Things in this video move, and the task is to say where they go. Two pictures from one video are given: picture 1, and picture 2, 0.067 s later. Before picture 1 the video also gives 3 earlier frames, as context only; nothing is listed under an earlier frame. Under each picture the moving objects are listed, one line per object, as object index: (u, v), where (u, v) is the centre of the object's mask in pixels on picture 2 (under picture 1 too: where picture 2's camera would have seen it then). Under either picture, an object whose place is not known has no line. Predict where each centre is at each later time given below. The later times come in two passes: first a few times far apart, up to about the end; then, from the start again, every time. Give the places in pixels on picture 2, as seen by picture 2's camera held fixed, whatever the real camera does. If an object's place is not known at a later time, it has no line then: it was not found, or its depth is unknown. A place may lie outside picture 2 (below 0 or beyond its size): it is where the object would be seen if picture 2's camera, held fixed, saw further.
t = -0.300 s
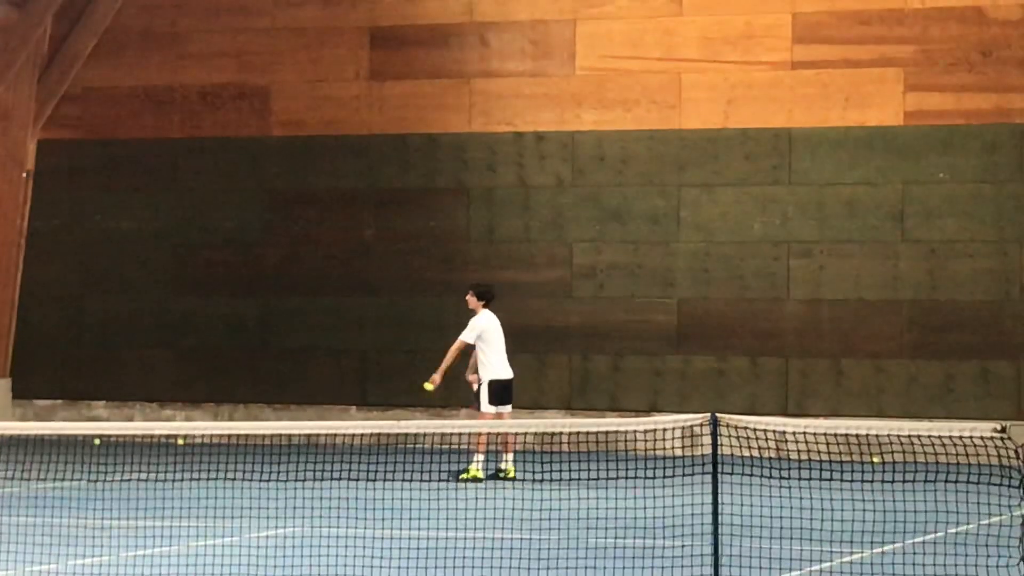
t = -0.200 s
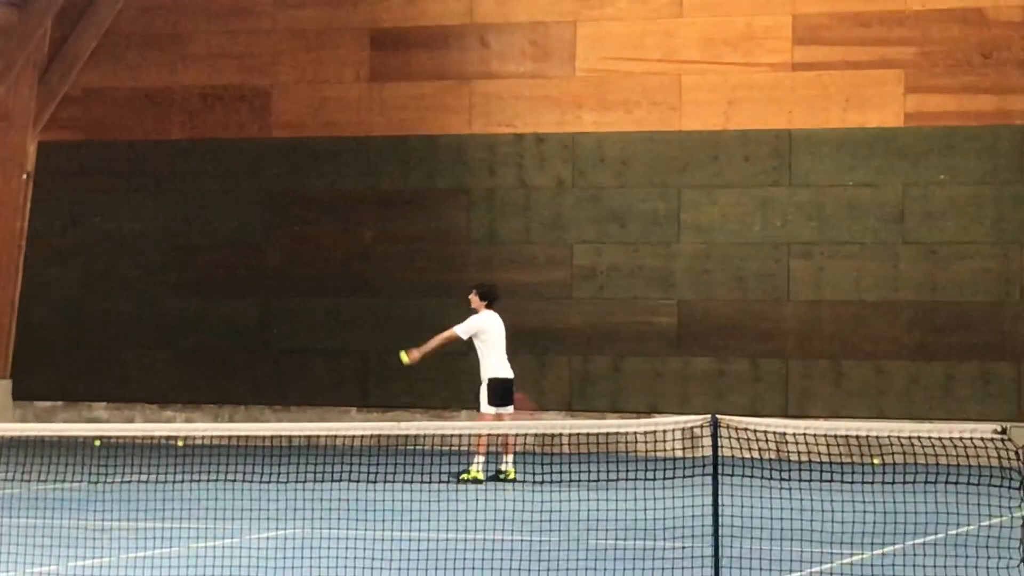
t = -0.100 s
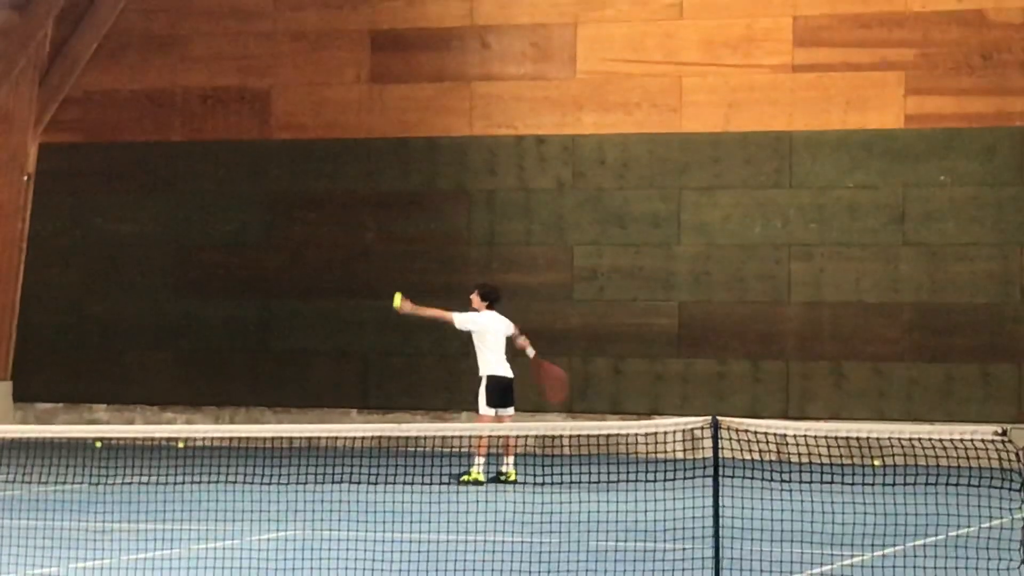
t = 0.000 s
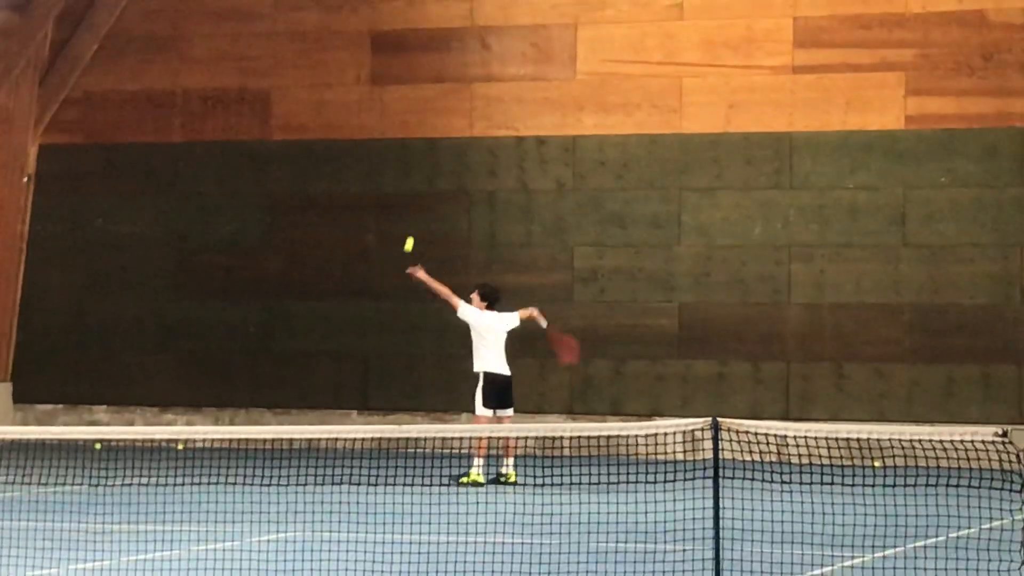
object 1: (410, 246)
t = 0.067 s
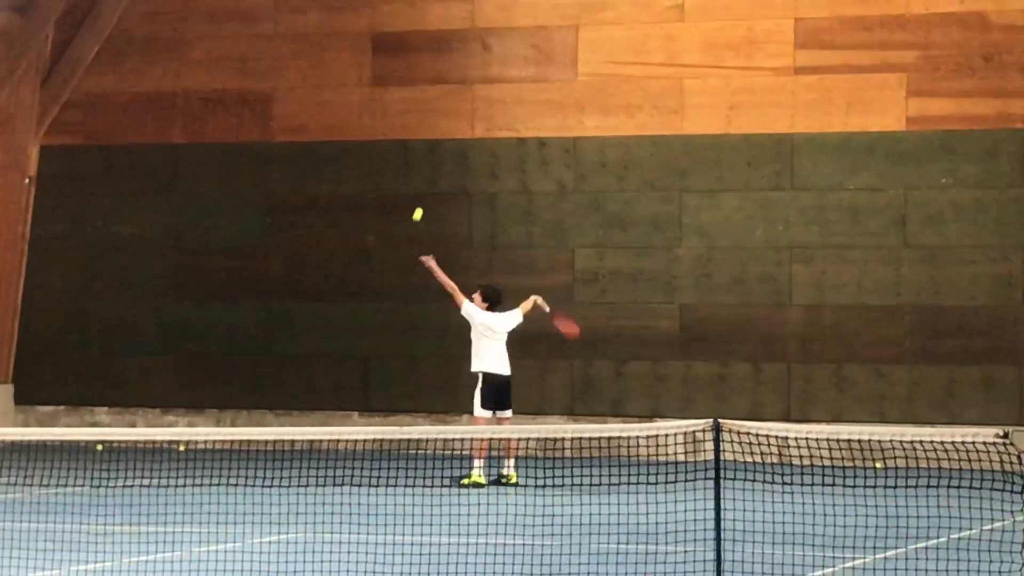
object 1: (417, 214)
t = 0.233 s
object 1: (436, 157)
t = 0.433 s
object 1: (459, 128)
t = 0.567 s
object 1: (474, 134)
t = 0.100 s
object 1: (420, 200)
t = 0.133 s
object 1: (425, 187)
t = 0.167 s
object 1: (429, 176)
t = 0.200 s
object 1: (433, 165)
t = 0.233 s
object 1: (436, 157)
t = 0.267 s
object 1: (440, 149)
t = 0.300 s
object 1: (444, 142)
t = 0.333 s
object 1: (448, 137)
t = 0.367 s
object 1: (451, 133)
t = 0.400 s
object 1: (455, 130)
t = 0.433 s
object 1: (459, 128)
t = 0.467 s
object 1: (463, 128)
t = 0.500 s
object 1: (467, 129)
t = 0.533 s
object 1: (470, 131)
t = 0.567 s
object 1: (474, 134)
